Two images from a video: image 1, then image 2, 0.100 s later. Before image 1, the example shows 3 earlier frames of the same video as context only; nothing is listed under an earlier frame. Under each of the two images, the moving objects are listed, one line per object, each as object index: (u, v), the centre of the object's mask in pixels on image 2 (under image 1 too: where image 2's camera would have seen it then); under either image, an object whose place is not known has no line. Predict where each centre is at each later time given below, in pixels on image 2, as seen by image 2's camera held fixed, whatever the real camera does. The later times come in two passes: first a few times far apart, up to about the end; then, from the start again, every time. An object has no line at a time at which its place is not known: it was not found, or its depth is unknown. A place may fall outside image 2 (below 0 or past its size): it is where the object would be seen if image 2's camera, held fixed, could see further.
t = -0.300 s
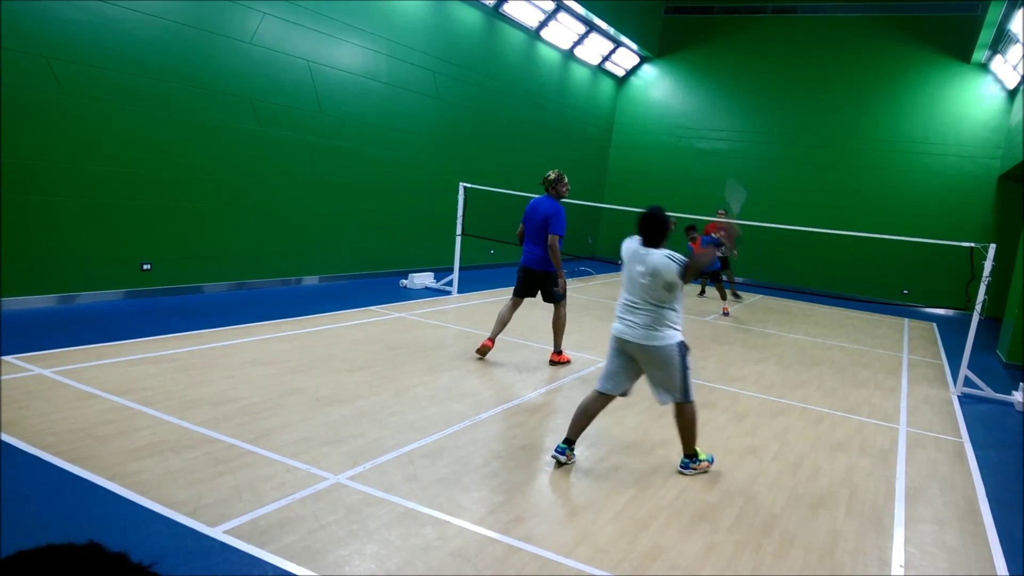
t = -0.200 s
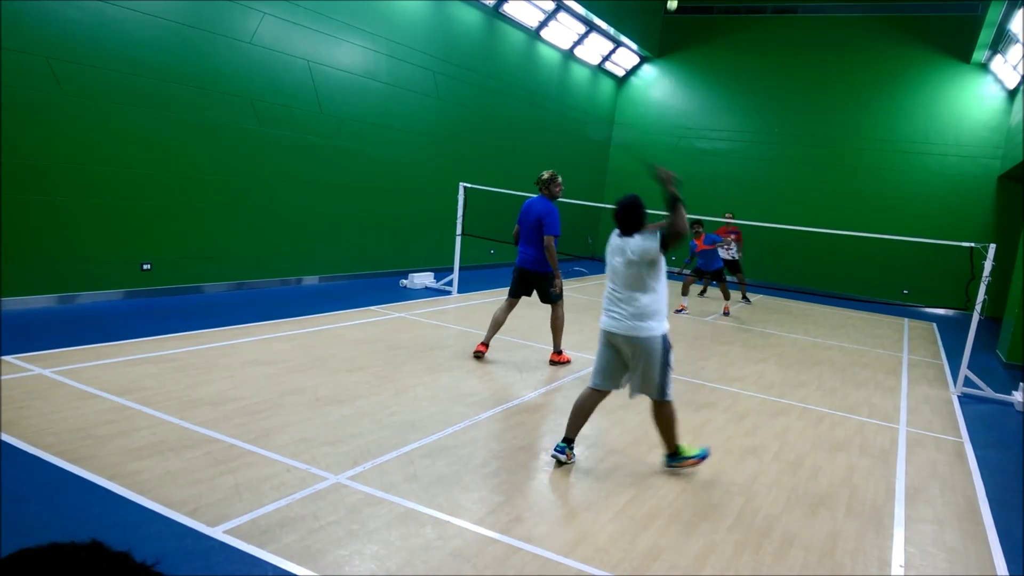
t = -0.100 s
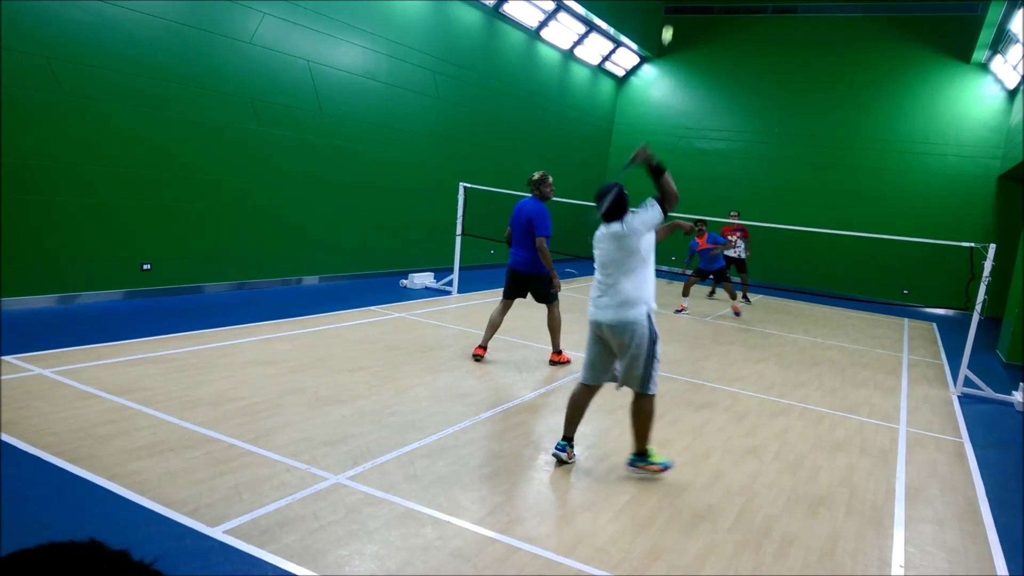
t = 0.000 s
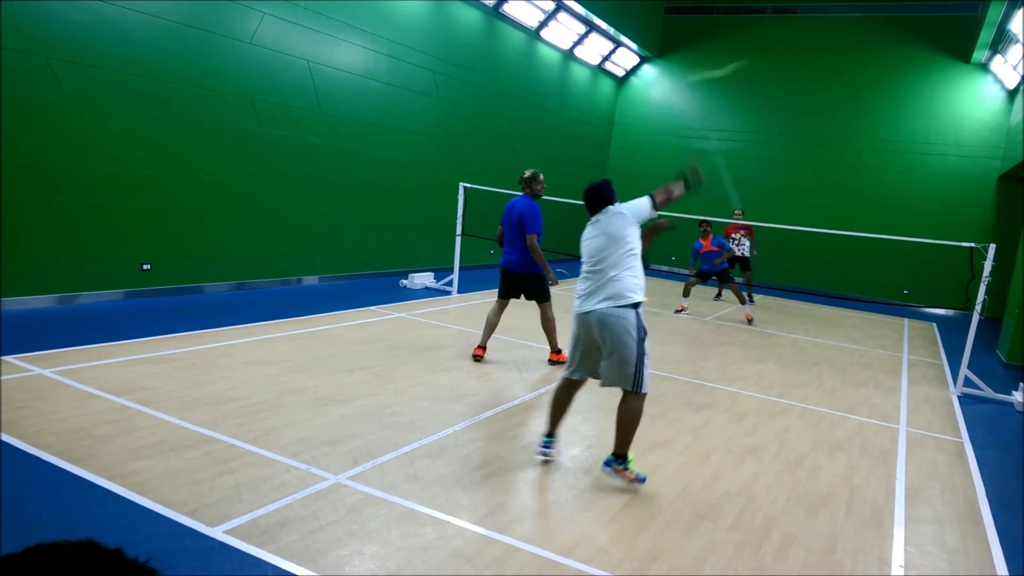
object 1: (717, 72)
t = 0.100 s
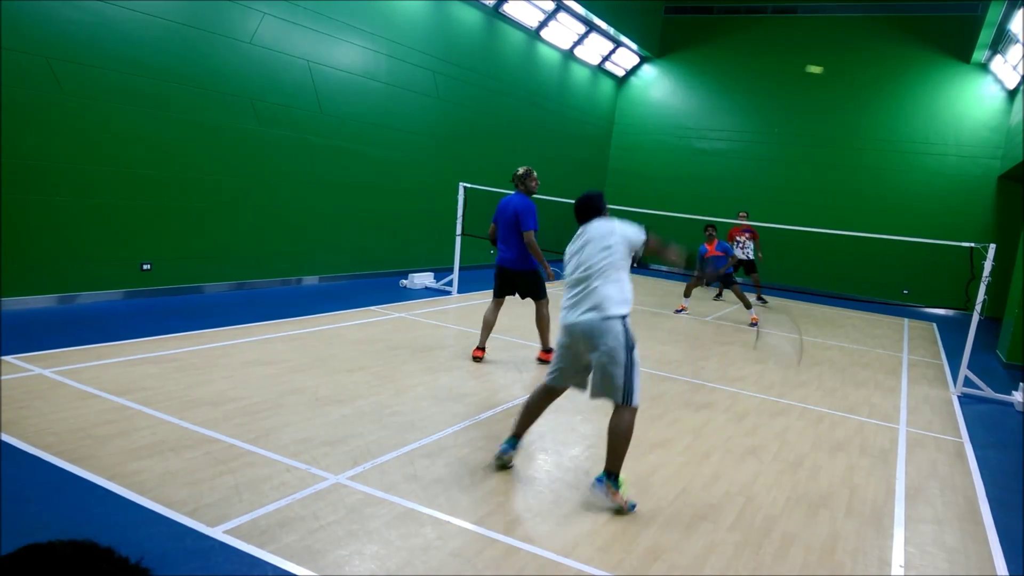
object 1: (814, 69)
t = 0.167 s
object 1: (842, 74)
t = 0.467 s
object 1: (886, 114)
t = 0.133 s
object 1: (829, 72)
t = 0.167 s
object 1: (842, 74)
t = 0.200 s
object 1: (851, 77)
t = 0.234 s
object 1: (858, 80)
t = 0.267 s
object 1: (865, 85)
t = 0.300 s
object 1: (871, 89)
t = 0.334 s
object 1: (874, 93)
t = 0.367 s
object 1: (878, 98)
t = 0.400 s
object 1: (881, 103)
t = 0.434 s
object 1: (884, 108)
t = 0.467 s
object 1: (886, 114)
